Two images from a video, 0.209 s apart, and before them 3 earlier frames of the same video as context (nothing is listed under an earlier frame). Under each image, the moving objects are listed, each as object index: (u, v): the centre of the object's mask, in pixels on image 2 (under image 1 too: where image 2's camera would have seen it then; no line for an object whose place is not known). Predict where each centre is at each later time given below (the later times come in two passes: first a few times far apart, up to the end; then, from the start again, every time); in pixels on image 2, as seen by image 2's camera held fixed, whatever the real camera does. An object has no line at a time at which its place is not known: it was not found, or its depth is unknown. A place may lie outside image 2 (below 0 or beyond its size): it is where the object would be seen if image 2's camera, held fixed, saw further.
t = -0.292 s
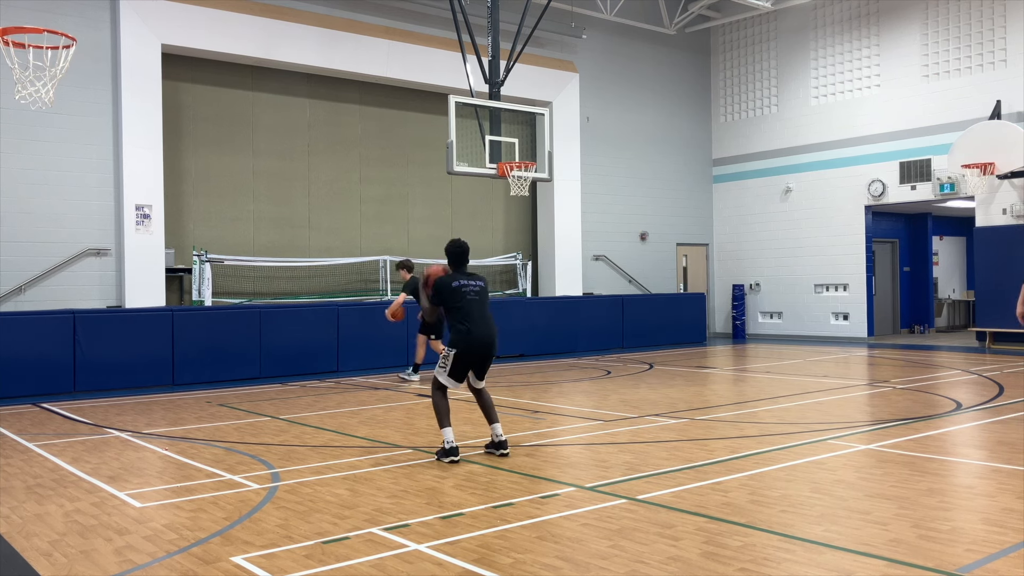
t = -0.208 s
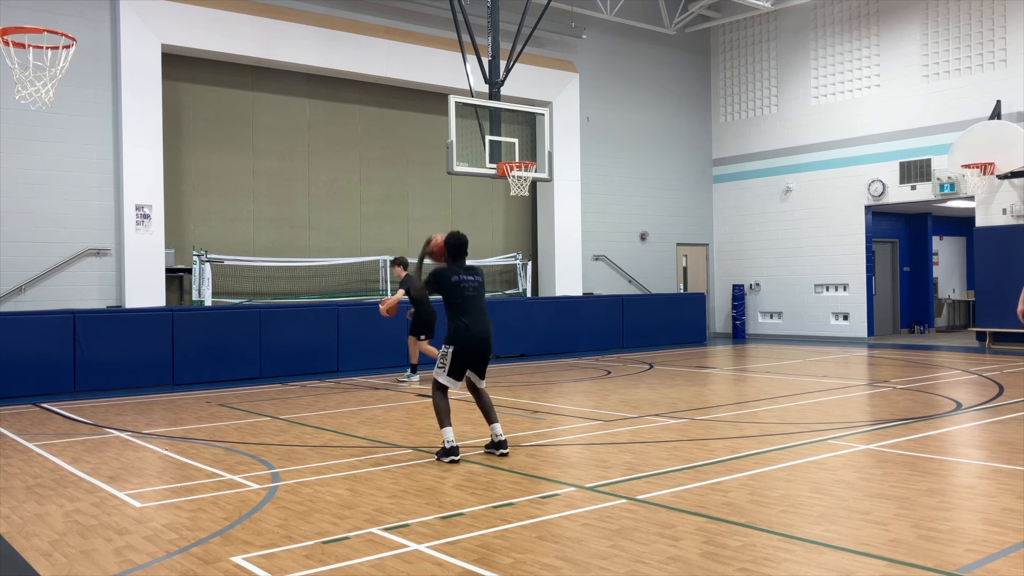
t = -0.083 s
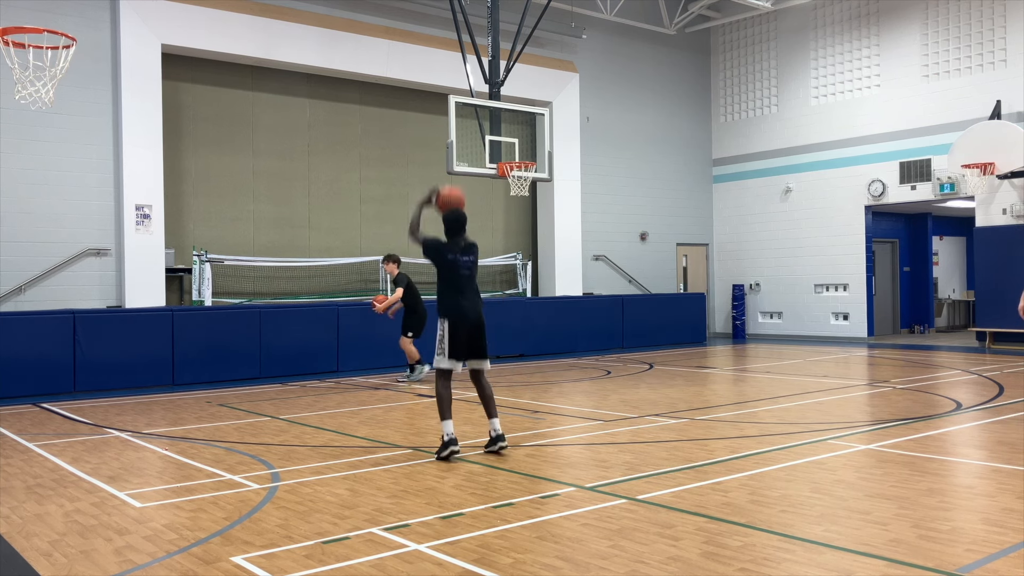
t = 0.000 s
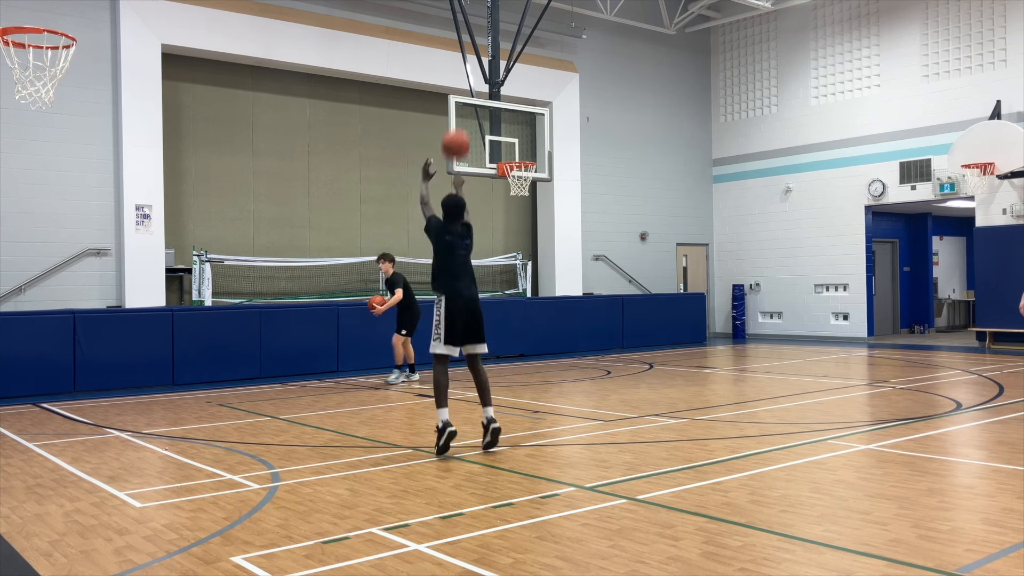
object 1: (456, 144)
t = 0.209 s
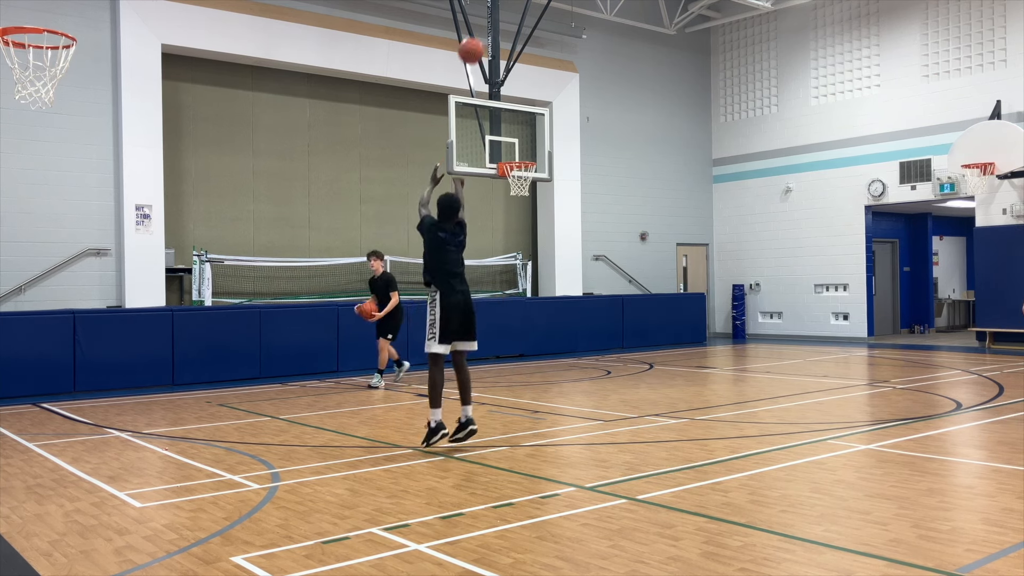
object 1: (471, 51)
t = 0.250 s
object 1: (474, 37)
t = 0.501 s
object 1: (489, 14)
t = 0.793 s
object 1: (503, 51)
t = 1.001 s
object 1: (512, 109)
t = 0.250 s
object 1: (474, 37)
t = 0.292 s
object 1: (476, 30)
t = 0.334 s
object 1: (479, 22)
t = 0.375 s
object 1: (481, 18)
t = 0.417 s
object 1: (484, 14)
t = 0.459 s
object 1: (486, 13)
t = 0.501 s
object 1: (489, 14)
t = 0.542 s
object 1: (490, 15)
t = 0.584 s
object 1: (493, 19)
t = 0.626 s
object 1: (494, 22)
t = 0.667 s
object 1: (497, 29)
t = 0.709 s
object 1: (499, 34)
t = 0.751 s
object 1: (501, 44)
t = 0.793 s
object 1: (503, 51)
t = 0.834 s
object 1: (504, 59)
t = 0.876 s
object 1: (506, 73)
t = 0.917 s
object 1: (507, 83)
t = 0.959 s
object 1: (510, 97)
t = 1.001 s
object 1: (512, 109)
